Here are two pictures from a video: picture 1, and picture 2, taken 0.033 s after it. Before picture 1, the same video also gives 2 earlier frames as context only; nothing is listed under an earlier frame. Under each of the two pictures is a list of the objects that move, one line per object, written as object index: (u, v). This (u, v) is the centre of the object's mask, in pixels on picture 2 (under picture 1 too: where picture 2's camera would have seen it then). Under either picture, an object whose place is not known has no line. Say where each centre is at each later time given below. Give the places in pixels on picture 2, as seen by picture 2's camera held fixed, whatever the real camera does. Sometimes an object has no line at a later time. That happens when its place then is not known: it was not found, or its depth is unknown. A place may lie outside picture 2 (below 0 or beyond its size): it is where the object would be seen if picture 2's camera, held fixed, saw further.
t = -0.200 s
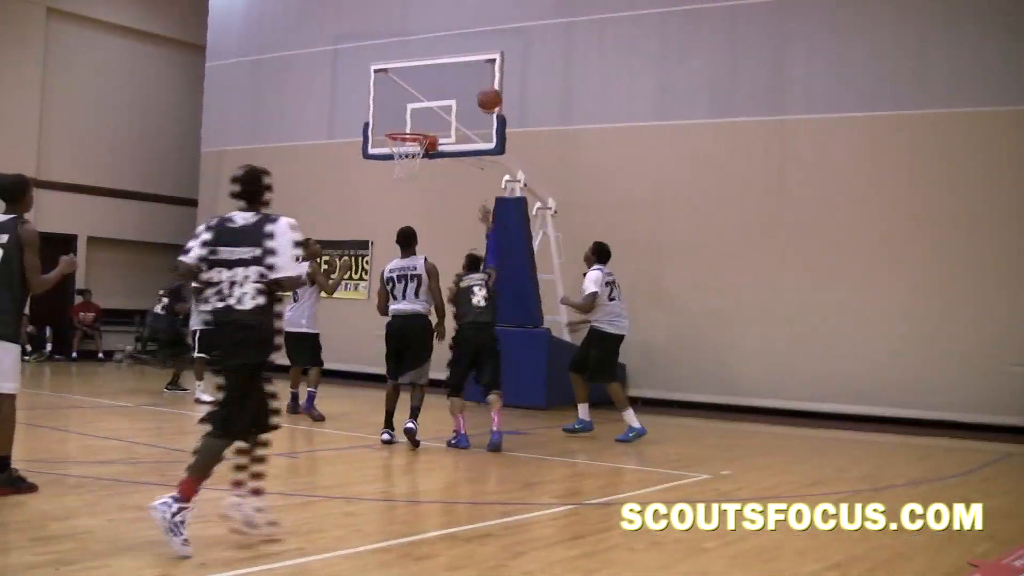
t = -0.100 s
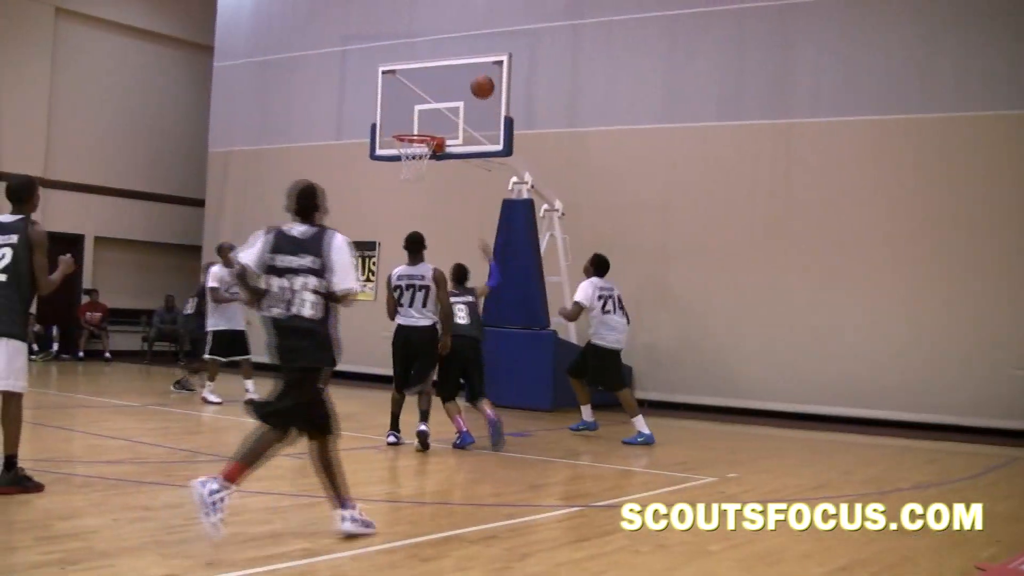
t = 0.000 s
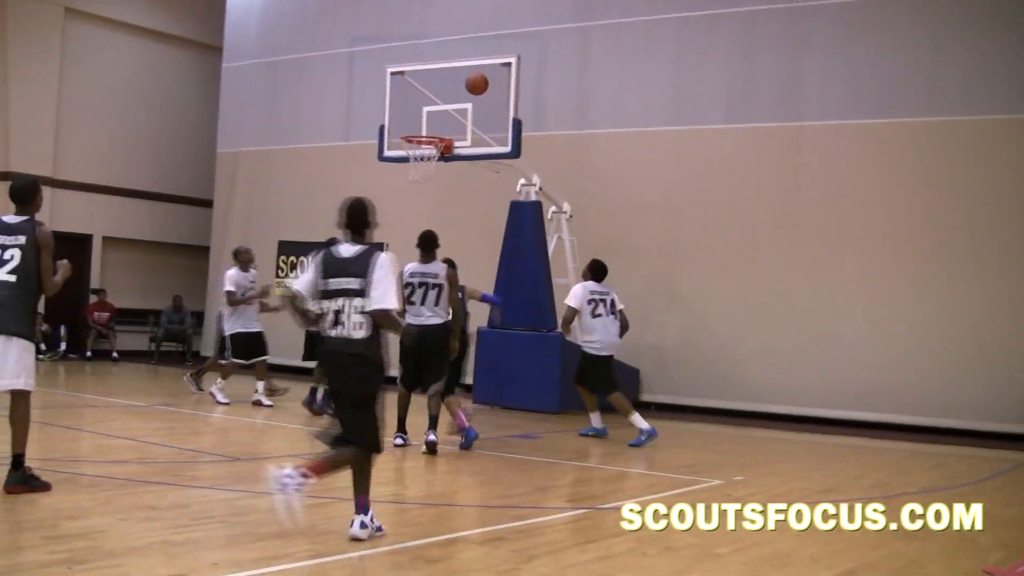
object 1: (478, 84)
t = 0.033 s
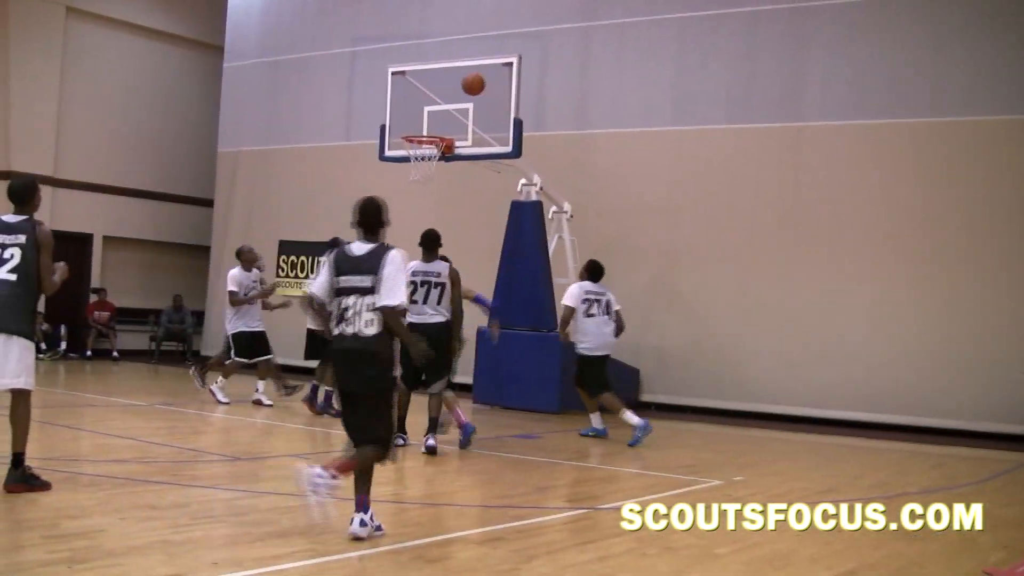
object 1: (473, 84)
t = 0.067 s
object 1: (469, 86)
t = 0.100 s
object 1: (464, 88)
